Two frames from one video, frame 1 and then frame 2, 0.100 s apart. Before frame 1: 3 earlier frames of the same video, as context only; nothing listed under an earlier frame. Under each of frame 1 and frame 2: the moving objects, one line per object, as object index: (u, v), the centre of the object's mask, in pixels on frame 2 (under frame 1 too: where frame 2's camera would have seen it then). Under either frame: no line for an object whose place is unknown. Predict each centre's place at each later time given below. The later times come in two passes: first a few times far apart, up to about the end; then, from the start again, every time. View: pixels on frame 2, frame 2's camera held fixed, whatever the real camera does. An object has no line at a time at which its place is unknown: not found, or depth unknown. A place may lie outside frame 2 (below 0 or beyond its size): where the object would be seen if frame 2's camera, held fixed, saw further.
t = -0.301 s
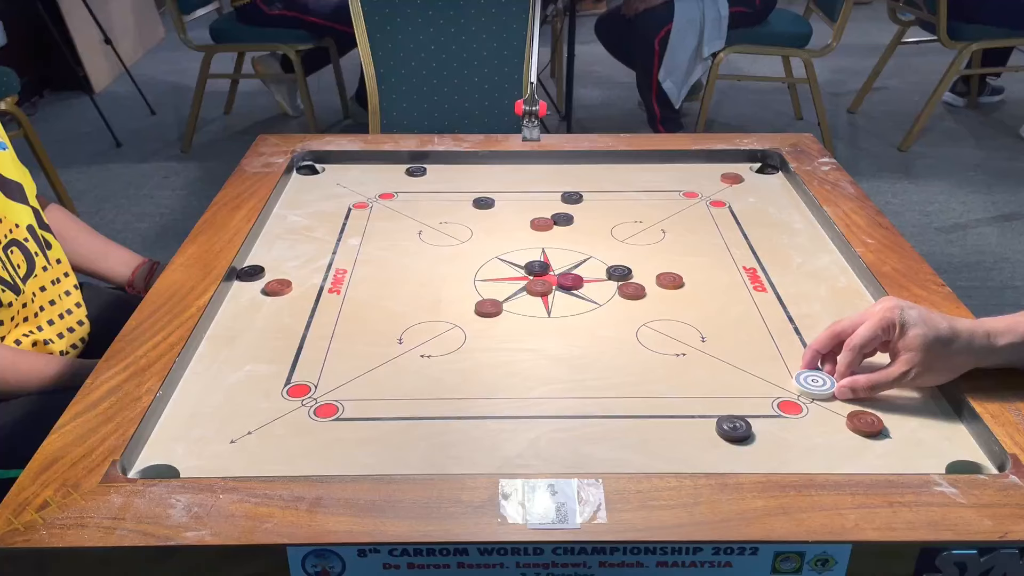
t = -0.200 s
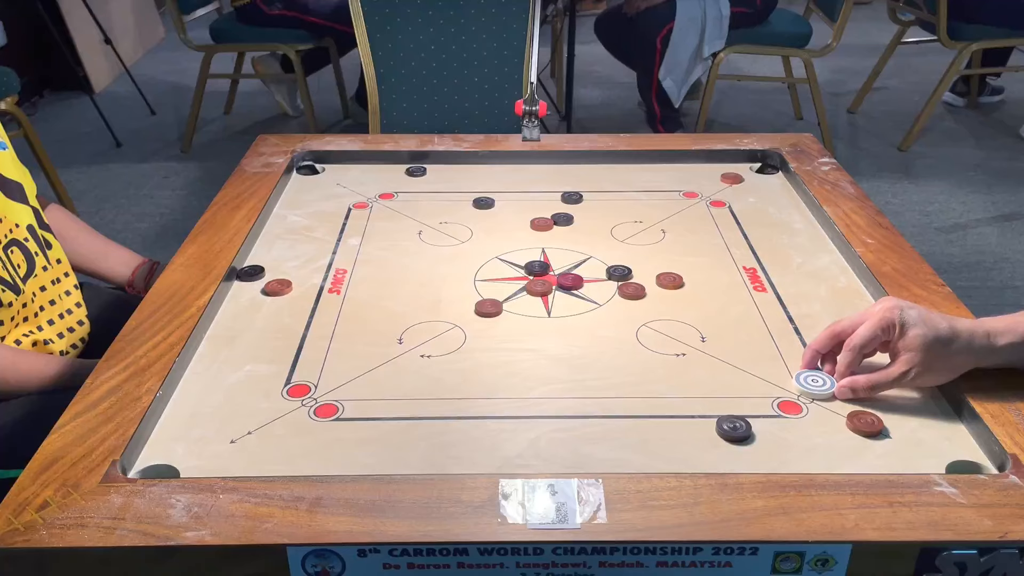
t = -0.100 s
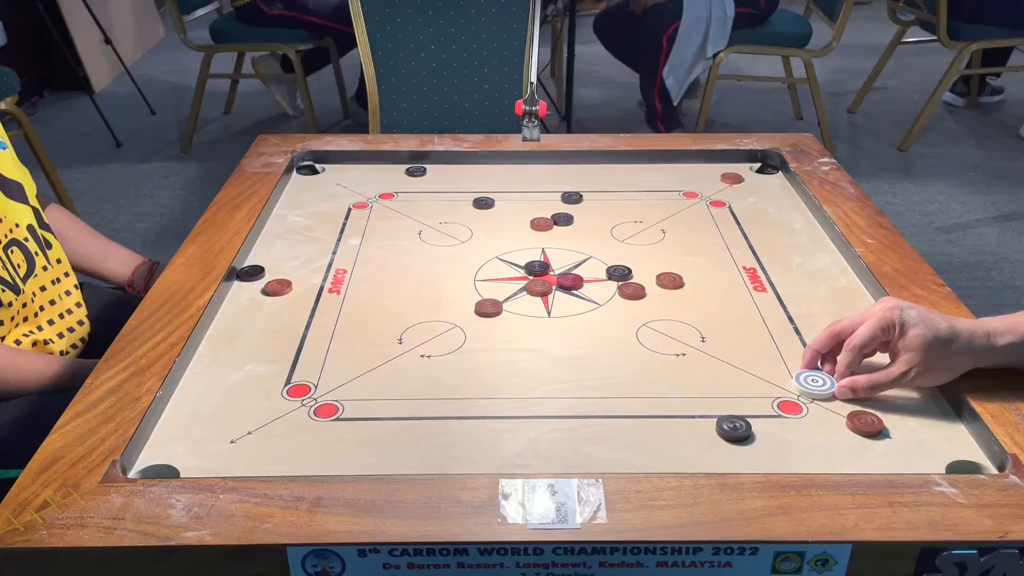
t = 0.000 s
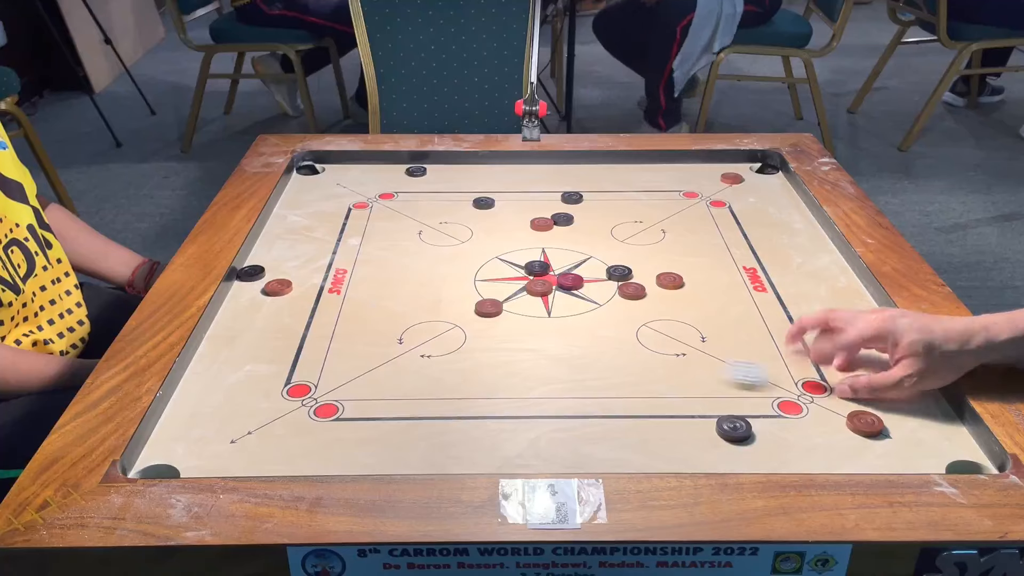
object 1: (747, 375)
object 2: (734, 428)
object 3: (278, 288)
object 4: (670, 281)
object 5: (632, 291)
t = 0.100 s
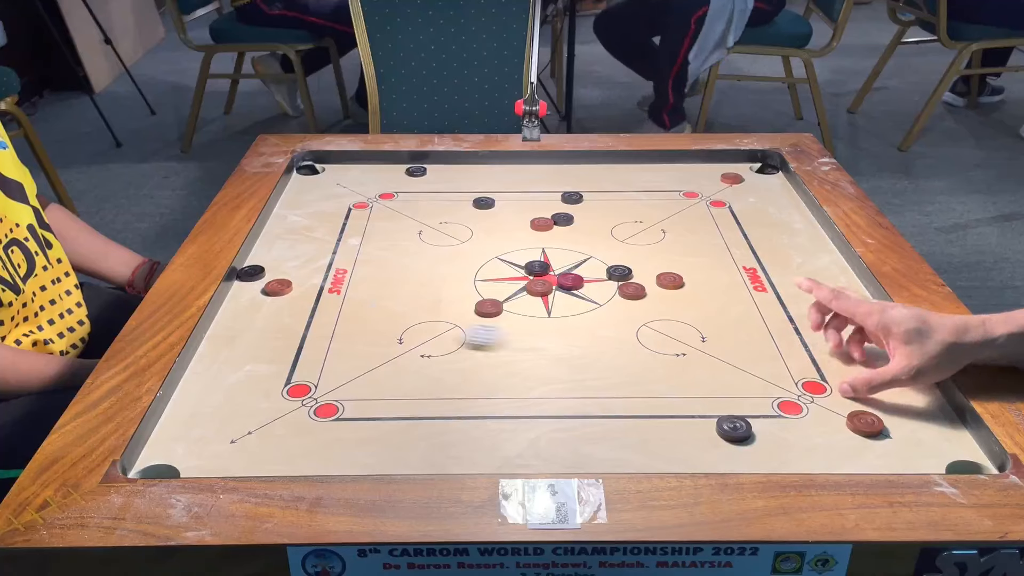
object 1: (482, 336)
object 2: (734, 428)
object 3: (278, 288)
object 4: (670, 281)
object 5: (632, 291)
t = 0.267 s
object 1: (332, 305)
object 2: (733, 428)
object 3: (324, 261)
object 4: (669, 281)
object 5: (632, 291)
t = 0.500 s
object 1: (582, 337)
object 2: (733, 428)
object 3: (480, 172)
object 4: (701, 271)
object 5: (645, 280)
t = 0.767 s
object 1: (786, 380)
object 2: (733, 428)
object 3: (575, 211)
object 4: (813, 237)
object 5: (646, 276)
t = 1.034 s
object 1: (935, 411)
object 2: (734, 428)
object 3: (631, 222)
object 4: (764, 220)
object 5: (646, 276)
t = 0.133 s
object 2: (734, 428)
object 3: (278, 288)
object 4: (670, 281)
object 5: (632, 291)
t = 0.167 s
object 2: (734, 428)
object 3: (278, 288)
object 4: (669, 281)
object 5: (632, 291)
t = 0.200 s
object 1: (257, 305)
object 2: (733, 428)
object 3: (278, 287)
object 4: (669, 281)
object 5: (632, 291)
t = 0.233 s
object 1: (280, 301)
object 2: (733, 428)
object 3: (293, 279)
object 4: (669, 281)
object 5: (632, 291)
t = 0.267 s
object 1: (332, 305)
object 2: (733, 428)
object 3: (324, 261)
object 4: (669, 281)
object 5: (632, 291)
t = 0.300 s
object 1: (384, 309)
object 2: (733, 428)
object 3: (353, 245)
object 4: (669, 281)
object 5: (632, 291)
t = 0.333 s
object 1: (435, 310)
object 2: (733, 428)
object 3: (378, 230)
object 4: (669, 281)
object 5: (632, 291)
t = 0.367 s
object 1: (473, 315)
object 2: (733, 428)
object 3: (402, 217)
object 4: (669, 281)
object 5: (632, 291)
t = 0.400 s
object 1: (501, 321)
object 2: (733, 428)
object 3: (423, 204)
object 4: (669, 281)
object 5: (632, 291)
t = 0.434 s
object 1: (529, 326)
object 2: (733, 428)
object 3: (444, 193)
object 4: (669, 281)
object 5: (640, 287)
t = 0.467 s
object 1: (556, 332)
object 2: (733, 428)
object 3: (462, 182)
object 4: (683, 276)
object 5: (645, 283)
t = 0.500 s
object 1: (582, 337)
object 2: (733, 428)
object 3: (480, 172)
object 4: (701, 271)
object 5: (645, 280)
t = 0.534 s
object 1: (610, 343)
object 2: (733, 428)
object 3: (494, 170)
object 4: (718, 266)
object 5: (645, 278)
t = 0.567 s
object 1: (636, 348)
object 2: (734, 428)
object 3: (506, 176)
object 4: (734, 261)
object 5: (646, 277)
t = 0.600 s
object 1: (662, 354)
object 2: (733, 428)
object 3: (518, 183)
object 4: (750, 256)
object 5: (646, 276)
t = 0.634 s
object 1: (688, 359)
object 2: (733, 428)
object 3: (530, 190)
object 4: (764, 252)
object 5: (646, 276)
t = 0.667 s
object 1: (713, 364)
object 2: (734, 428)
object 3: (542, 197)
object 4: (778, 248)
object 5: (646, 276)
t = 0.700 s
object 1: (738, 370)
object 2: (734, 428)
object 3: (553, 205)
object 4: (790, 244)
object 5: (646, 276)
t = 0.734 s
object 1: (763, 375)
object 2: (734, 428)
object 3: (566, 209)
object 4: (802, 240)
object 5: (646, 276)
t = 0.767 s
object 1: (786, 380)
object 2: (733, 428)
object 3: (575, 211)
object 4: (813, 237)
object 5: (646, 276)
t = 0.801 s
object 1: (809, 384)
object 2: (733, 428)
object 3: (584, 213)
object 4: (810, 234)
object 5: (646, 276)
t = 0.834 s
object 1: (830, 389)
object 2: (734, 428)
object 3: (592, 215)
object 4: (801, 231)
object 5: (646, 276)
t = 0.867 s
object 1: (850, 393)
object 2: (734, 428)
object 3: (600, 216)
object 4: (793, 228)
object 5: (646, 276)
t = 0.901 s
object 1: (869, 397)
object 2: (734, 428)
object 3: (607, 218)
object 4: (785, 226)
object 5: (646, 276)
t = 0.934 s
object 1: (887, 401)
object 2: (734, 428)
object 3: (614, 219)
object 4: (779, 224)
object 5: (646, 276)
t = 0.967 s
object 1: (904, 405)
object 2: (734, 428)
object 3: (620, 220)
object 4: (773, 222)
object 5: (646, 276)
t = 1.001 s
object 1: (919, 408)
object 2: (734, 428)
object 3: (626, 221)
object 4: (768, 221)
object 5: (646, 276)
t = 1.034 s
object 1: (935, 411)
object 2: (734, 428)
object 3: (631, 222)
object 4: (764, 220)
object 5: (646, 276)
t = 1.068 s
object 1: (931, 415)
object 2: (731, 427)
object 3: (635, 223)
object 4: (760, 219)
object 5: (646, 276)
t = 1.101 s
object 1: (926, 419)
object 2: (719, 423)
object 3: (639, 224)
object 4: (757, 218)
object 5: (645, 276)
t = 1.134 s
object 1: (922, 423)
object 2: (707, 419)
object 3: (642, 225)
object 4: (755, 217)
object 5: (645, 276)
